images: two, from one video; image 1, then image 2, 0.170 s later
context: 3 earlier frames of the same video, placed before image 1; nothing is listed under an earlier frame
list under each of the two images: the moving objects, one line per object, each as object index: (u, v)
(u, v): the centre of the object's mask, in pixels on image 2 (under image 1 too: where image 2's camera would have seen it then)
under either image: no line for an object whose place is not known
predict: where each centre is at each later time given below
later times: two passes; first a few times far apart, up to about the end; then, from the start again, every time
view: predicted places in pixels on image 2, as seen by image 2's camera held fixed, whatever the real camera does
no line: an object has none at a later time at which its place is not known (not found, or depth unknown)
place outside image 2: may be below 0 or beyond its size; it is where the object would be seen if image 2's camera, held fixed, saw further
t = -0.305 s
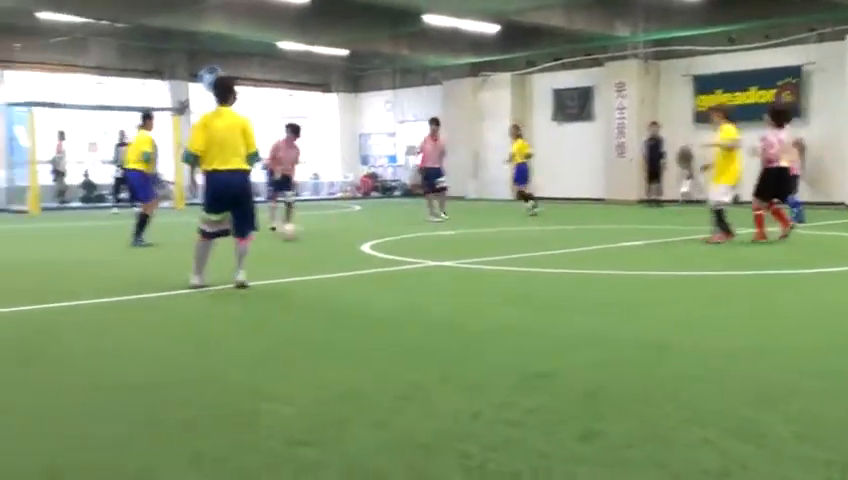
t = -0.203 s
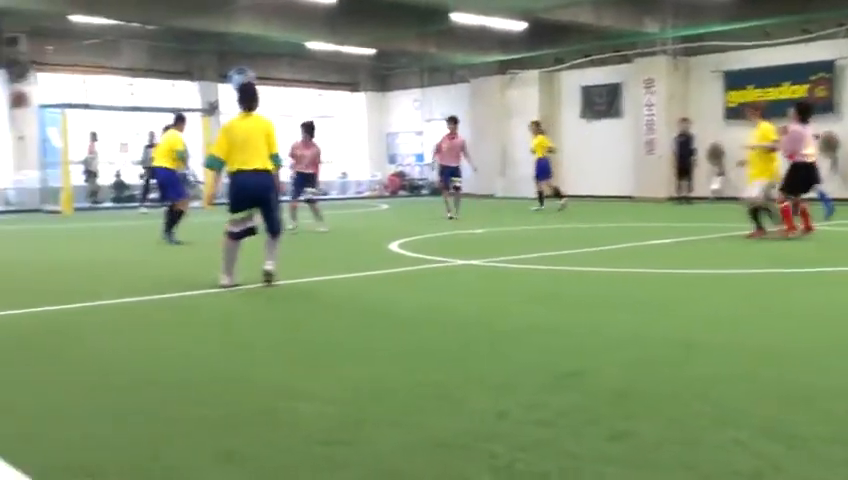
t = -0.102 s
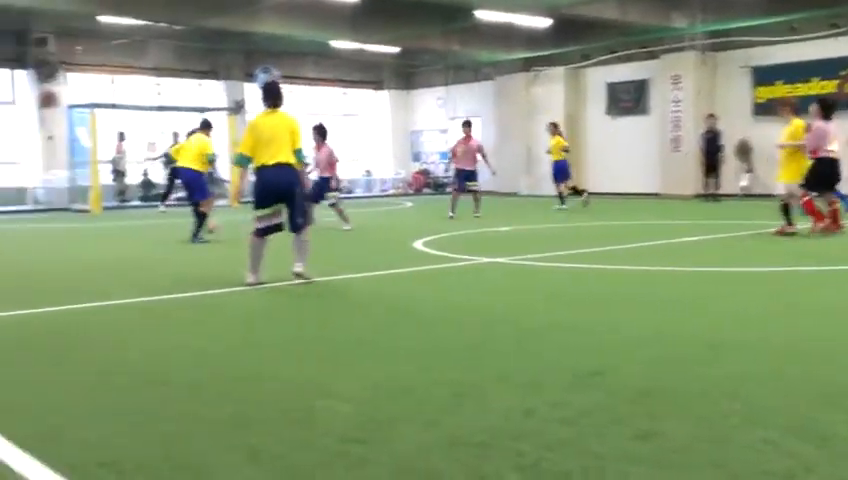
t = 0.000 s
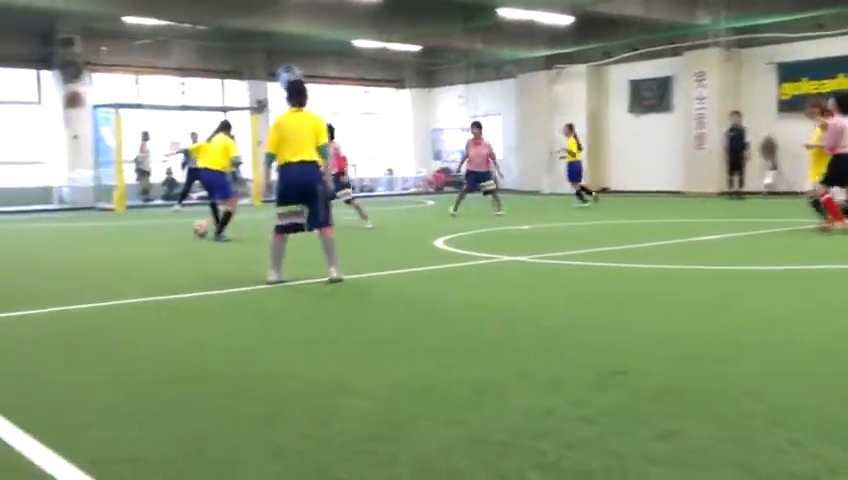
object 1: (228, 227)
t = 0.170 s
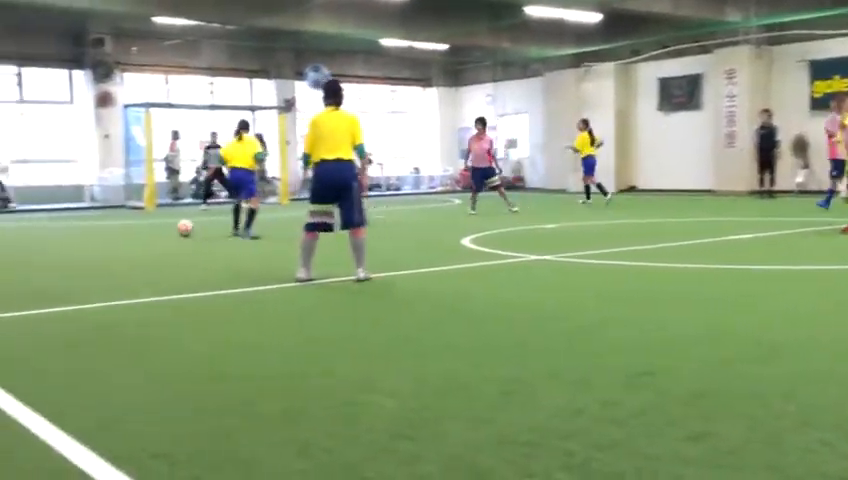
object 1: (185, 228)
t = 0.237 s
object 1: (167, 228)
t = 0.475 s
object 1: (109, 229)
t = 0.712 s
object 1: (51, 229)
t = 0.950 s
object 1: (-4, 230)
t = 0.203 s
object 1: (176, 228)
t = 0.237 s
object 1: (167, 228)
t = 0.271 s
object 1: (159, 229)
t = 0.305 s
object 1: (151, 228)
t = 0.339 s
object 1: (143, 229)
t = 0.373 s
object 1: (134, 229)
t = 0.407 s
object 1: (126, 229)
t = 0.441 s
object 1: (117, 229)
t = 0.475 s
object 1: (109, 229)
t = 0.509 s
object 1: (101, 229)
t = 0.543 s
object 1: (93, 229)
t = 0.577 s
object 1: (84, 229)
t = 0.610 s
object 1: (76, 229)
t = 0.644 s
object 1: (67, 230)
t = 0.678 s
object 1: (59, 229)
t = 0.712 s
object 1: (51, 229)
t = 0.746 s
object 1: (43, 229)
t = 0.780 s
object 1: (36, 229)
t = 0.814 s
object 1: (27, 229)
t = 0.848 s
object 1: (19, 229)
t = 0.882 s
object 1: (12, 229)
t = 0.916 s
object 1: (4, 230)
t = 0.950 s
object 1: (-4, 230)
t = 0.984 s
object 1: (-13, 231)
